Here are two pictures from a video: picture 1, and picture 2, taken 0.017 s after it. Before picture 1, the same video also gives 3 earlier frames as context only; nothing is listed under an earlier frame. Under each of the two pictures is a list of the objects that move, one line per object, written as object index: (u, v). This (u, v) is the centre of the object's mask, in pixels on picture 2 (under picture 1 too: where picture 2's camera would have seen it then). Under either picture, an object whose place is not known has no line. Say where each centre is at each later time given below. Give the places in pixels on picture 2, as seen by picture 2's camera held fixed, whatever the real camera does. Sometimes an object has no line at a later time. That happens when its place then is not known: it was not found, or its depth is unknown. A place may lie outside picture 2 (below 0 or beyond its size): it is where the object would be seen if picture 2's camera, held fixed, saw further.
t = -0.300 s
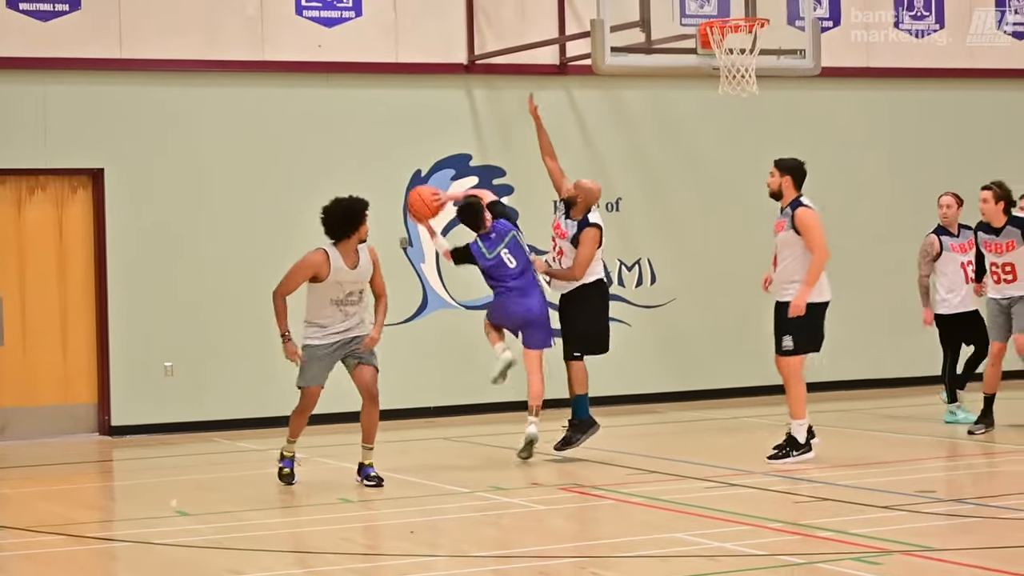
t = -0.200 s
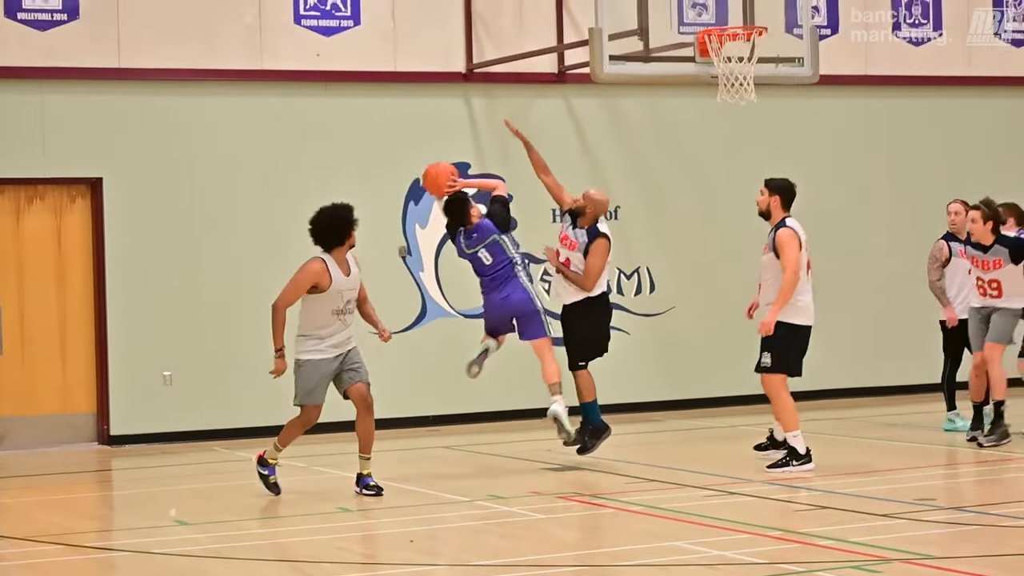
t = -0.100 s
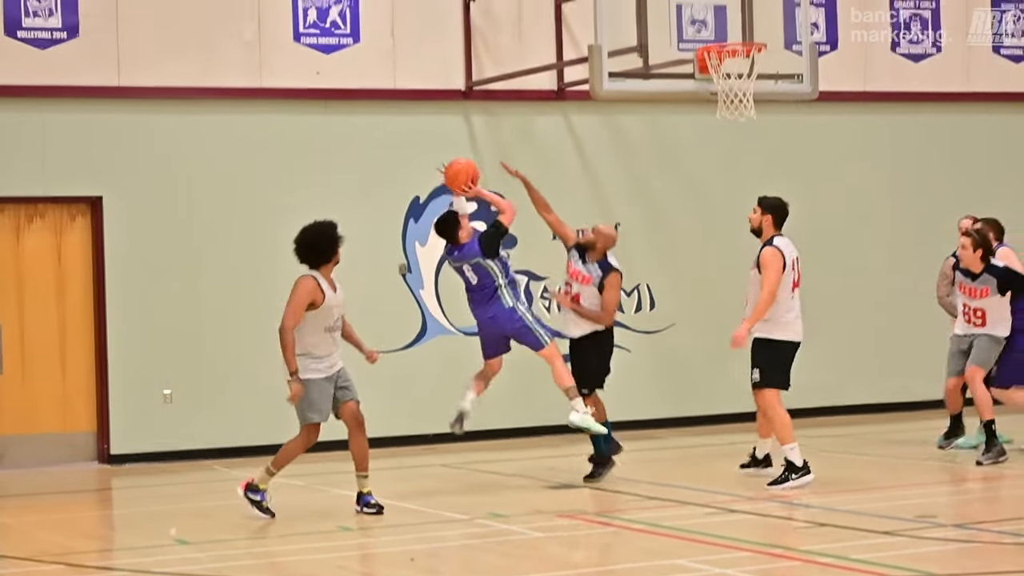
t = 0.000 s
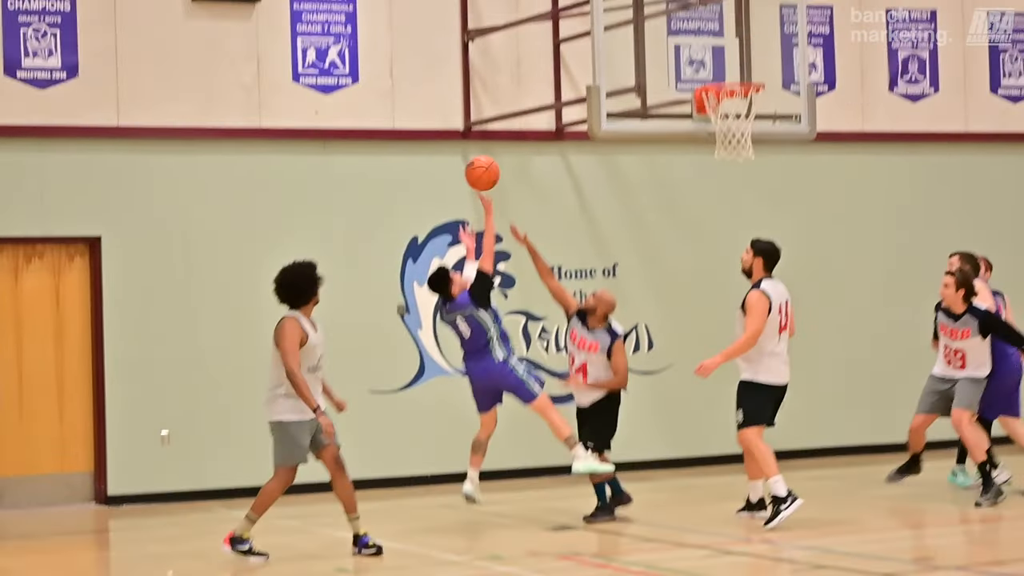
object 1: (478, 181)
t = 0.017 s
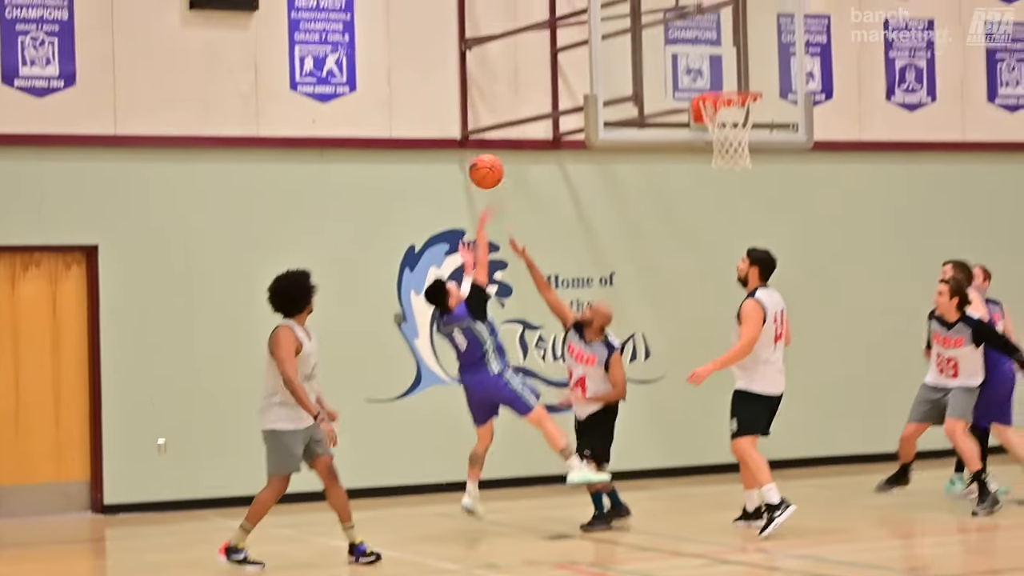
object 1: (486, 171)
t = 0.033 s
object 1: (493, 161)
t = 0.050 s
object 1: (501, 151)
